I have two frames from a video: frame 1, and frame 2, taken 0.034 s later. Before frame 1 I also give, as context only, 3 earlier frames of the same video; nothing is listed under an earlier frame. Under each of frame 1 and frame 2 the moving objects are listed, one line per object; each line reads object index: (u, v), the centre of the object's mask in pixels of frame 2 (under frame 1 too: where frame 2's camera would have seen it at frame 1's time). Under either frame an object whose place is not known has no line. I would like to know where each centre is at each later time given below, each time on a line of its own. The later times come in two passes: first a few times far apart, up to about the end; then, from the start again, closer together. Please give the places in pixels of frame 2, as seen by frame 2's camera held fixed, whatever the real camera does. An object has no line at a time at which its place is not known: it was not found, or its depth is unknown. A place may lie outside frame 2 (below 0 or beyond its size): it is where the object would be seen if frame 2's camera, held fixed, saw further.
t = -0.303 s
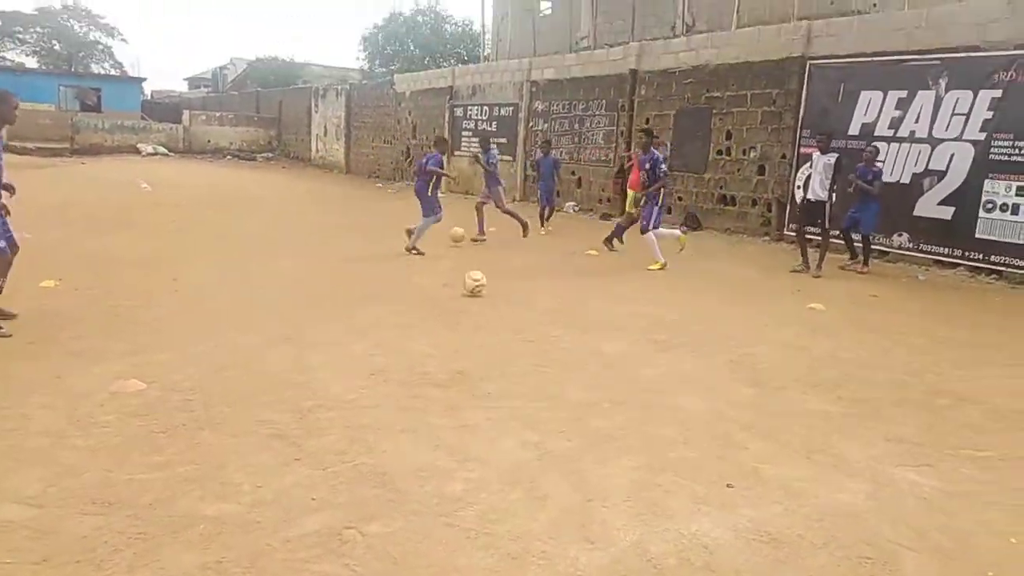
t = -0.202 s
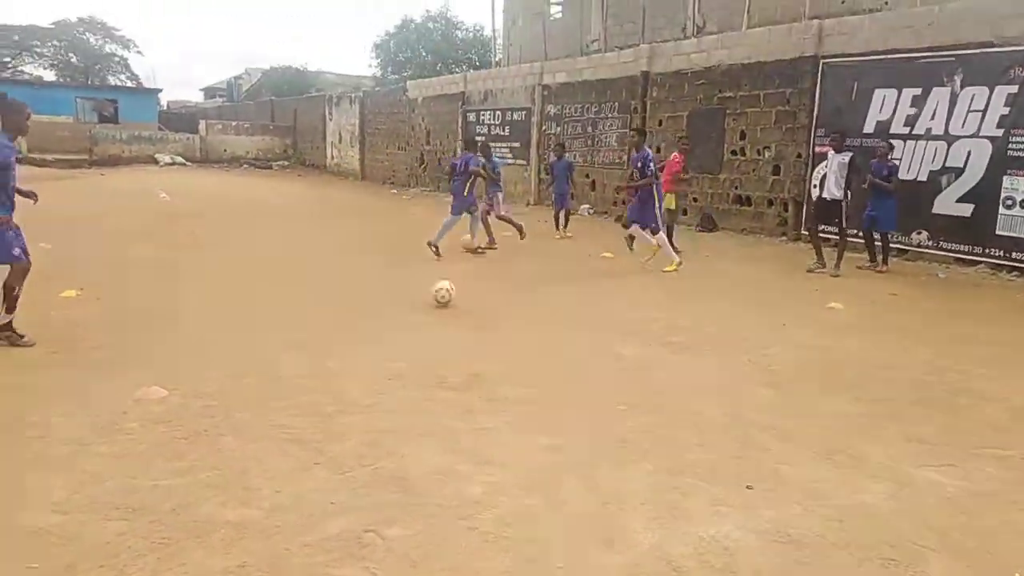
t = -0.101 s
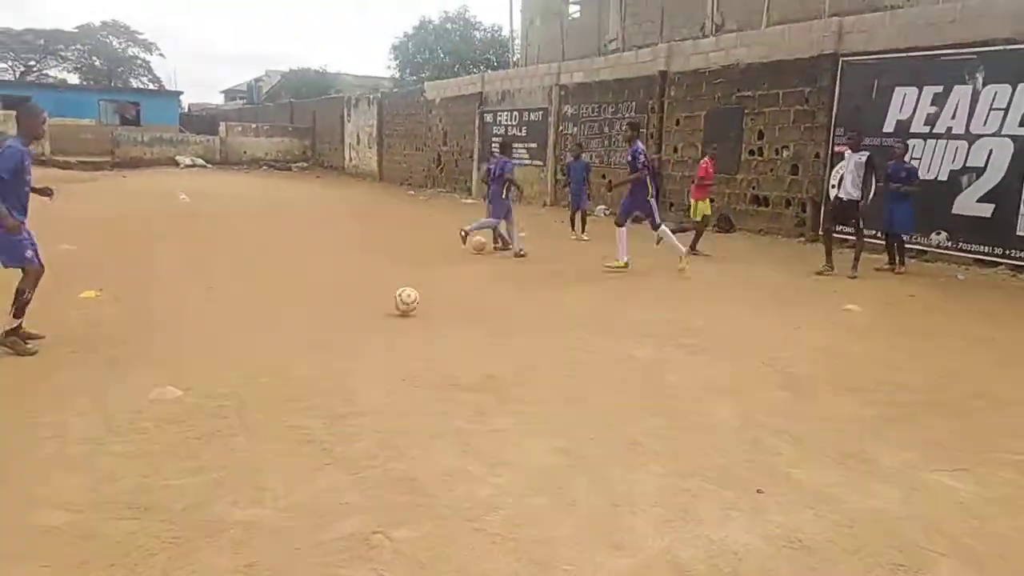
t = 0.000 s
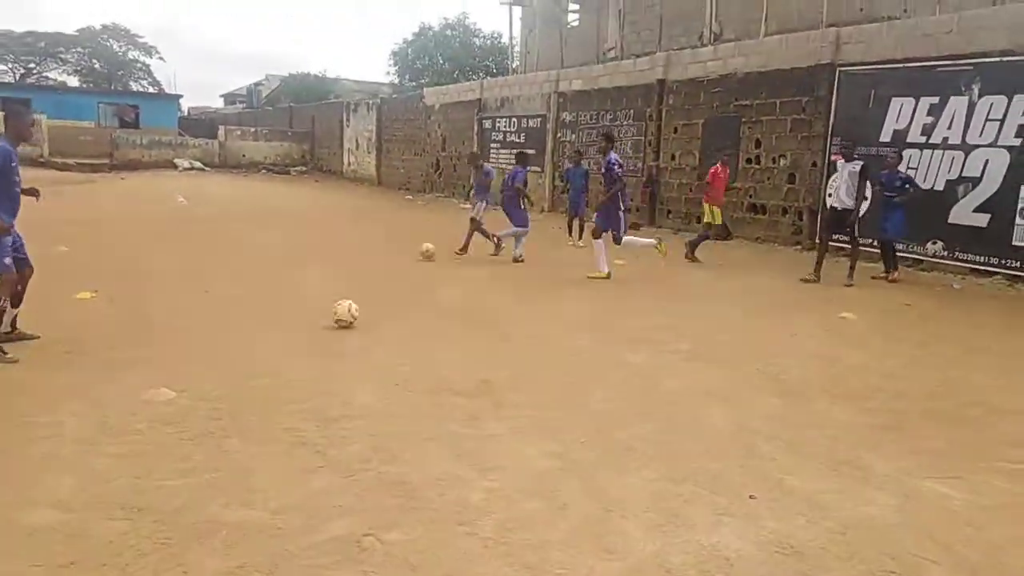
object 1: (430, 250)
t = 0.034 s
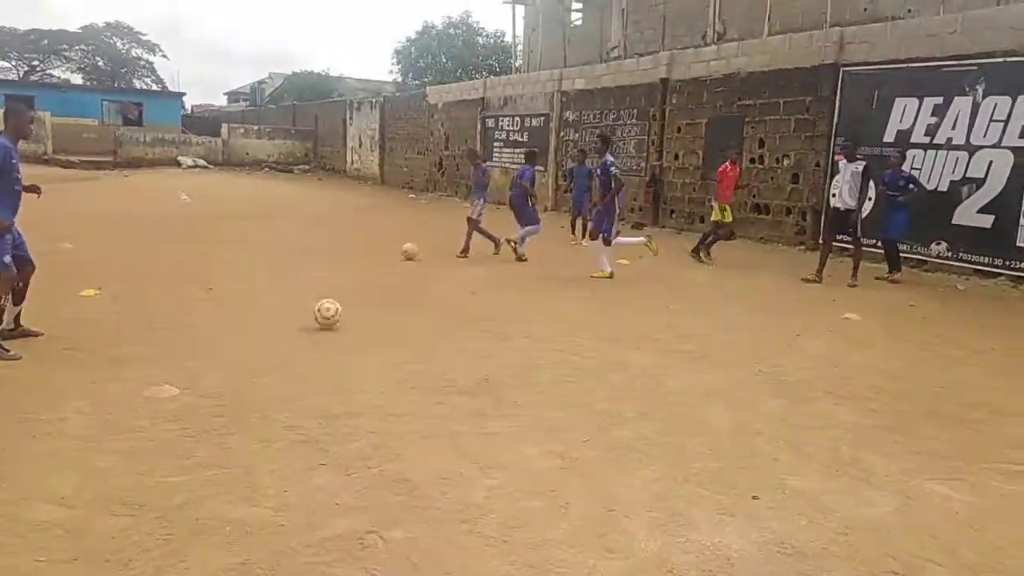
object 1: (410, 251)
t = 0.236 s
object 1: (300, 251)
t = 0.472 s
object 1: (196, 250)
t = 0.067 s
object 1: (390, 252)
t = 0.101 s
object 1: (371, 251)
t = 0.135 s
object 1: (352, 252)
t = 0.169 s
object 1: (335, 252)
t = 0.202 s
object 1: (317, 251)
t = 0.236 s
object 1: (300, 251)
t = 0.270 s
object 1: (282, 253)
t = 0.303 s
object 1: (266, 254)
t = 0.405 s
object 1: (223, 248)
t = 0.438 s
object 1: (209, 248)
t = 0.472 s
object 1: (196, 250)
